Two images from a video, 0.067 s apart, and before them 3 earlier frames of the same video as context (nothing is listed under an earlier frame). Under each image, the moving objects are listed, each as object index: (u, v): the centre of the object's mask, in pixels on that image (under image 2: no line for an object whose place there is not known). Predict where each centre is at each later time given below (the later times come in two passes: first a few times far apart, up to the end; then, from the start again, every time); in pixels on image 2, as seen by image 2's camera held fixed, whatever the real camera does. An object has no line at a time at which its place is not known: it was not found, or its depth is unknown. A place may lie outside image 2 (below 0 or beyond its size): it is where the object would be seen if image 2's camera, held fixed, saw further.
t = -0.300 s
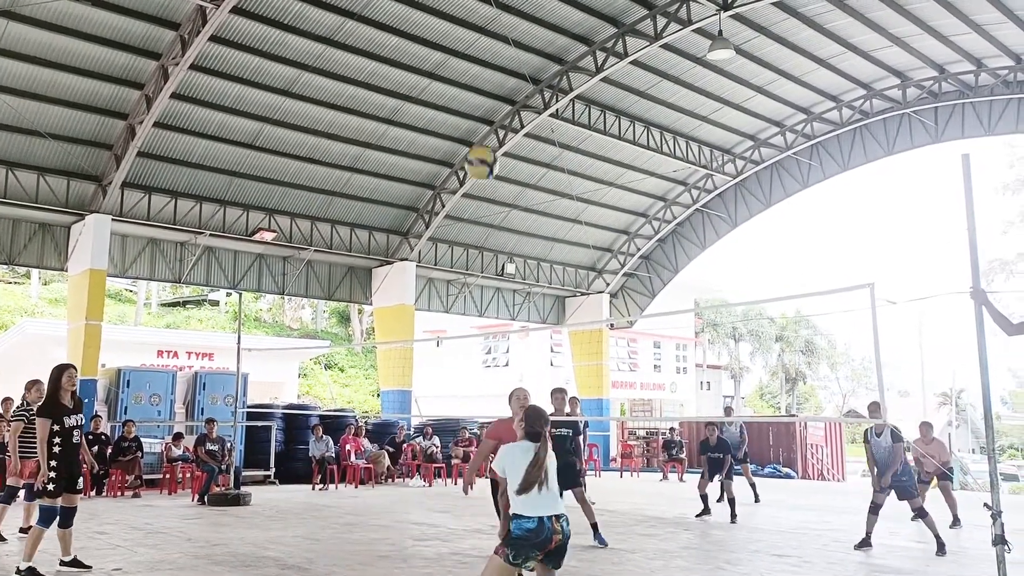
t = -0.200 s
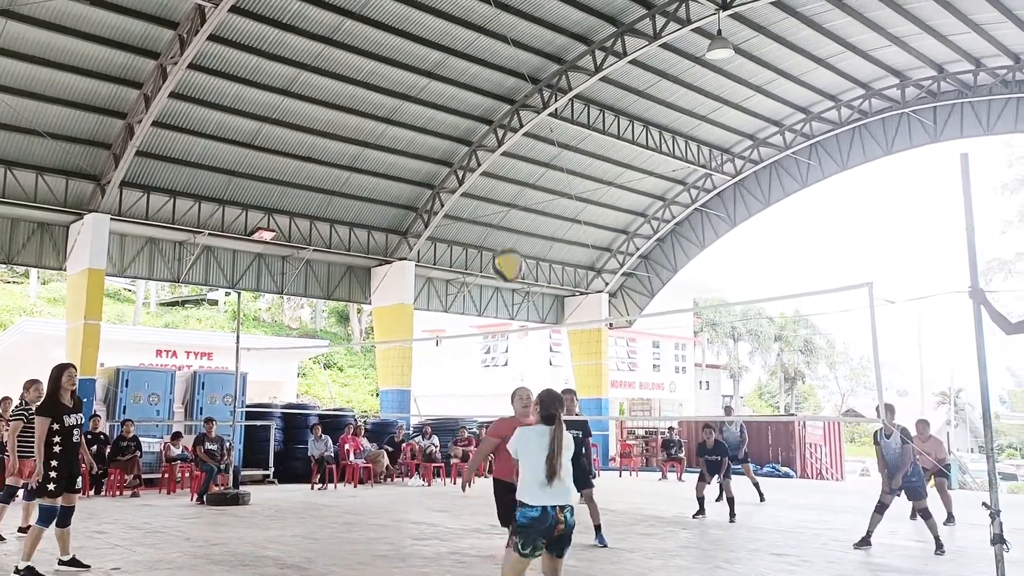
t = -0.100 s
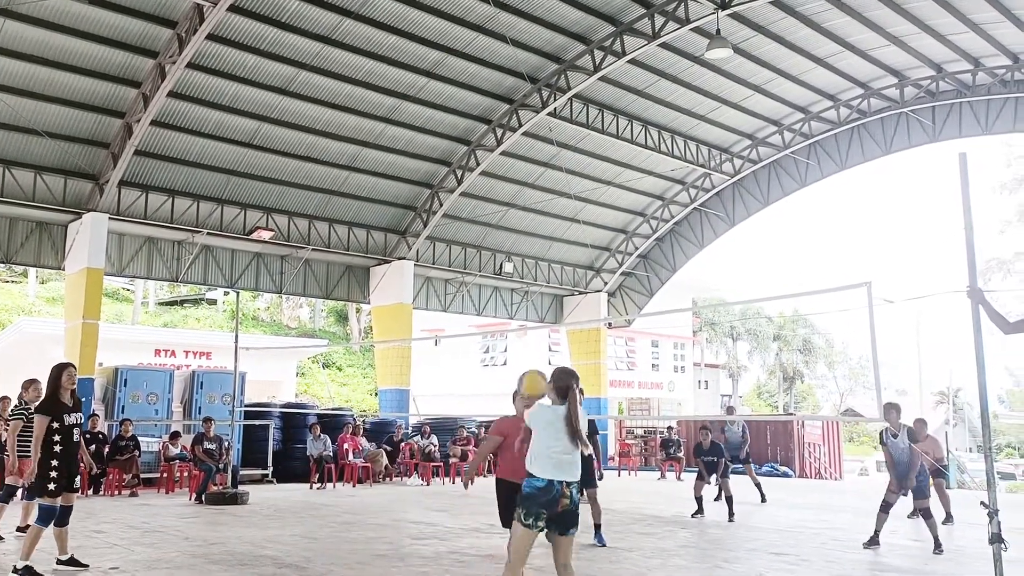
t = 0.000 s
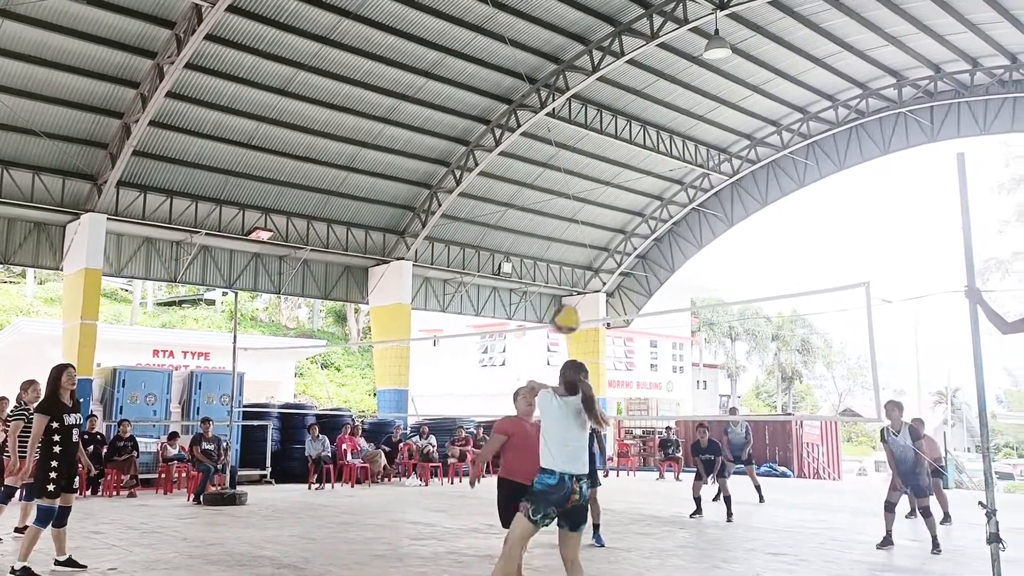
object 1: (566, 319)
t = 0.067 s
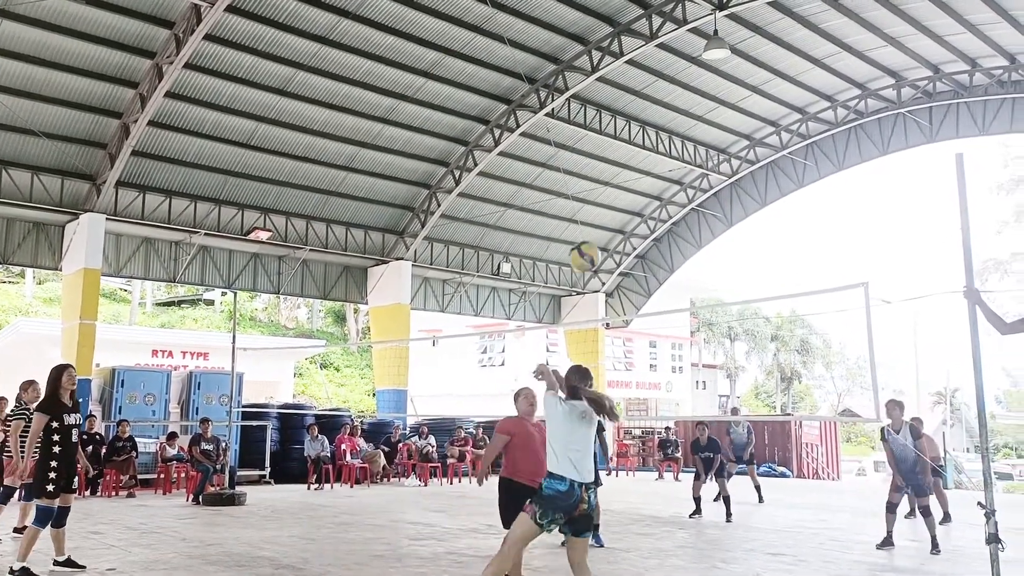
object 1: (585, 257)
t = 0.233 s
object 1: (633, 137)
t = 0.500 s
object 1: (703, 44)
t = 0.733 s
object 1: (756, 40)
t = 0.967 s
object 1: (807, 101)
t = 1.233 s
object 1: (861, 241)
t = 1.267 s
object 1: (868, 264)
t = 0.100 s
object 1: (595, 228)
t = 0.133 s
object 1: (604, 202)
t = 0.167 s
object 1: (613, 179)
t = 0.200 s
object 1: (623, 157)
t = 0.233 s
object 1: (633, 137)
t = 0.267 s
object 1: (642, 119)
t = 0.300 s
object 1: (651, 103)
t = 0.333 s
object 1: (660, 89)
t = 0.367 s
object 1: (669, 76)
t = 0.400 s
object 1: (678, 66)
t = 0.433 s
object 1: (686, 57)
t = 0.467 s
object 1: (694, 50)
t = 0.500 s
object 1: (703, 44)
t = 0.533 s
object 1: (711, 38)
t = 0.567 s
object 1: (719, 36)
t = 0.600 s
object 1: (726, 35)
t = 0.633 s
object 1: (734, 34)
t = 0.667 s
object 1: (741, 35)
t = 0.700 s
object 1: (748, 37)
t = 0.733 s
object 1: (756, 40)
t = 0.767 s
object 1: (763, 46)
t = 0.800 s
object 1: (771, 51)
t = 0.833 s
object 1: (778, 59)
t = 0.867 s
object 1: (785, 67)
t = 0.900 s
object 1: (793, 77)
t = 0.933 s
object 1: (800, 88)
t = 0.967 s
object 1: (807, 101)
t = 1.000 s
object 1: (814, 116)
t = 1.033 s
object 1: (820, 130)
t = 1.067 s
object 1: (828, 146)
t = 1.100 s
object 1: (836, 161)
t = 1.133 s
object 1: (841, 180)
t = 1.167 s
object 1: (848, 199)
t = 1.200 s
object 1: (854, 219)
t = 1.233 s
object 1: (861, 241)
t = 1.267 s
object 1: (868, 264)
